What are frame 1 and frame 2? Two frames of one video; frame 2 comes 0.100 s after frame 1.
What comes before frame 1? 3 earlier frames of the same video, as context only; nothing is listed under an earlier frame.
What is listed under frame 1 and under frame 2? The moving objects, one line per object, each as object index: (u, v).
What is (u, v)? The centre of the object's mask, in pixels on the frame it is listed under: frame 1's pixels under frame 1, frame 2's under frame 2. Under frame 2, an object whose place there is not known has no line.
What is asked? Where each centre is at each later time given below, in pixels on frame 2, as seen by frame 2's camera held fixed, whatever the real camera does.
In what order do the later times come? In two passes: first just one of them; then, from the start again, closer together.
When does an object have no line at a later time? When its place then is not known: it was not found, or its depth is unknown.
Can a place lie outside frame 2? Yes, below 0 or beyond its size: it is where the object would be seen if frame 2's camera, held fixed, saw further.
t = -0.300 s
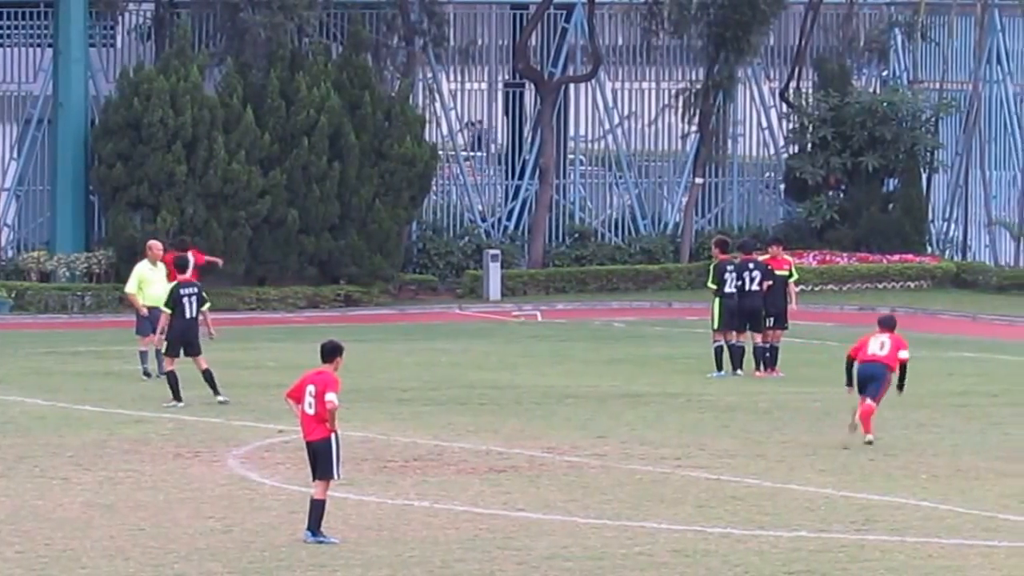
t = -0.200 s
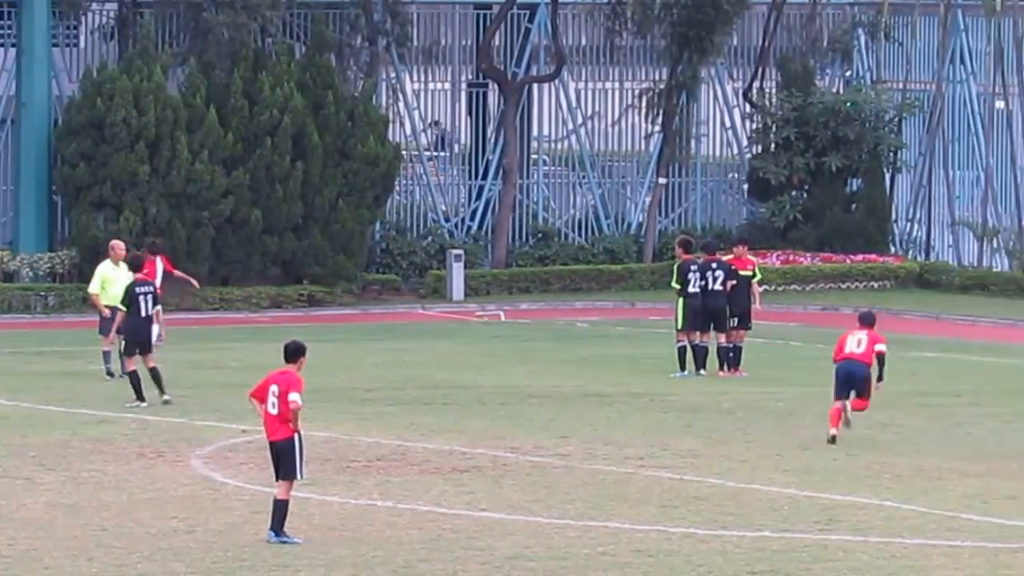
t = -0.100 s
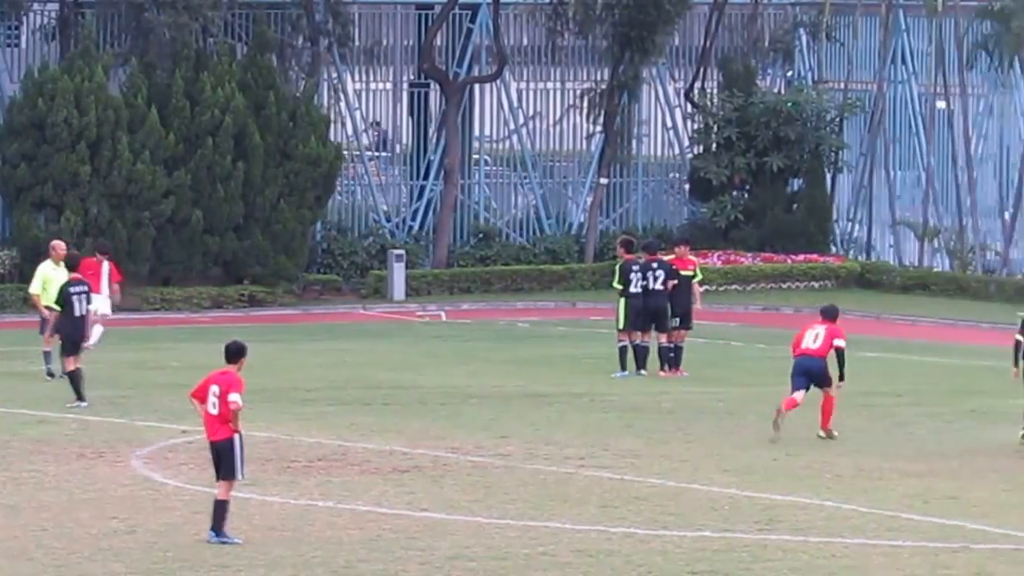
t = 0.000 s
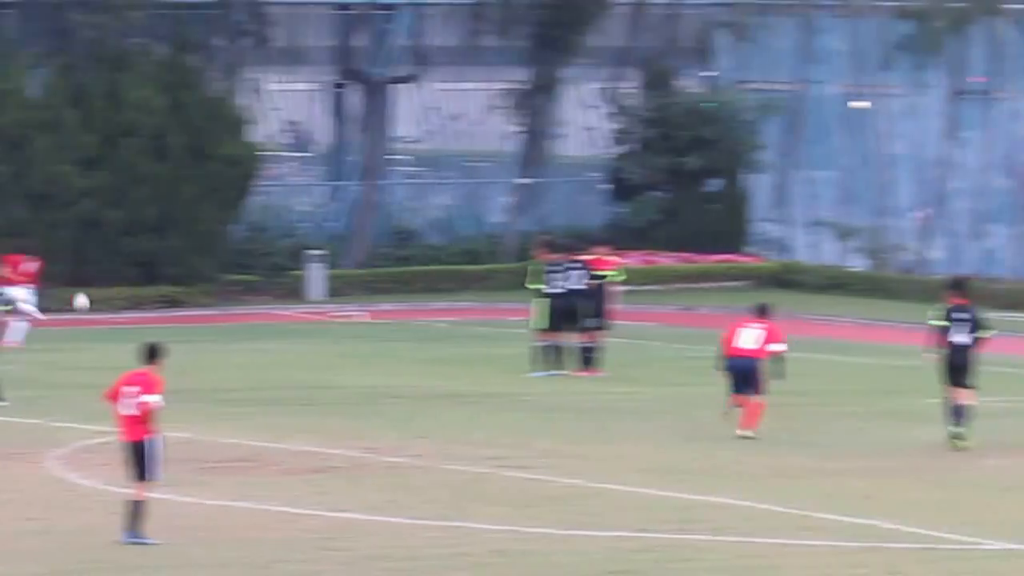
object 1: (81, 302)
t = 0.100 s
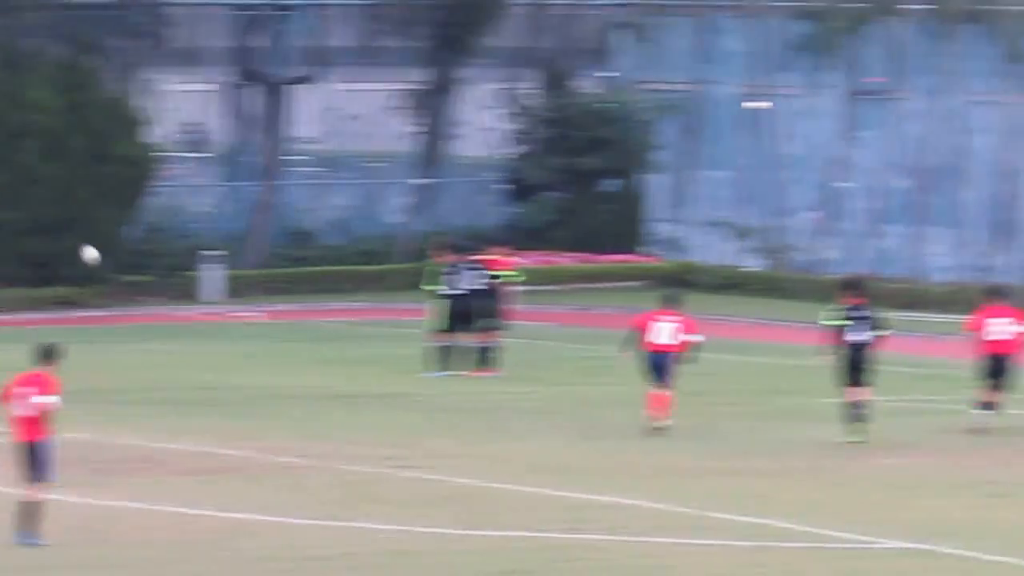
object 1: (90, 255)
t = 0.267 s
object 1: (295, 189)
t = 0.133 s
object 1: (130, 240)
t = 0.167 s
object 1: (171, 226)
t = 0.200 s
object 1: (211, 212)
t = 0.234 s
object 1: (253, 200)
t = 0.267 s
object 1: (295, 189)
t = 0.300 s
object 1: (335, 177)
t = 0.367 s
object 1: (418, 158)
